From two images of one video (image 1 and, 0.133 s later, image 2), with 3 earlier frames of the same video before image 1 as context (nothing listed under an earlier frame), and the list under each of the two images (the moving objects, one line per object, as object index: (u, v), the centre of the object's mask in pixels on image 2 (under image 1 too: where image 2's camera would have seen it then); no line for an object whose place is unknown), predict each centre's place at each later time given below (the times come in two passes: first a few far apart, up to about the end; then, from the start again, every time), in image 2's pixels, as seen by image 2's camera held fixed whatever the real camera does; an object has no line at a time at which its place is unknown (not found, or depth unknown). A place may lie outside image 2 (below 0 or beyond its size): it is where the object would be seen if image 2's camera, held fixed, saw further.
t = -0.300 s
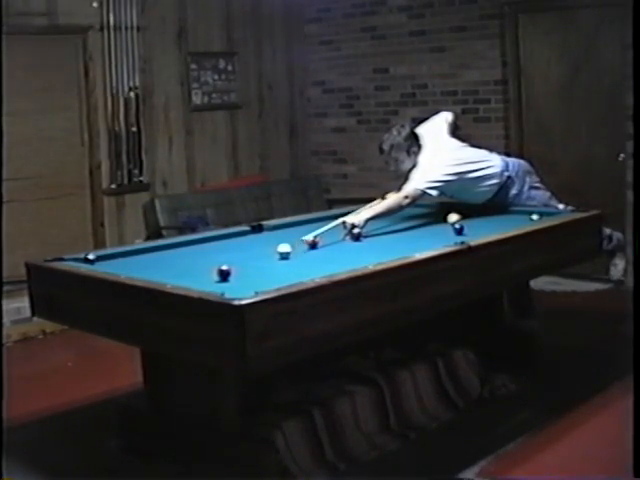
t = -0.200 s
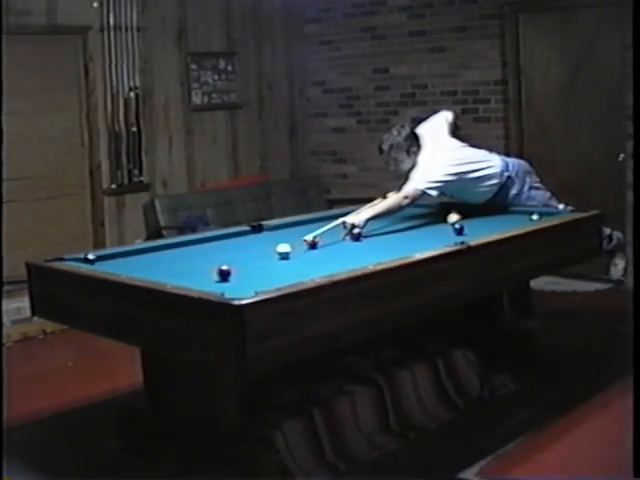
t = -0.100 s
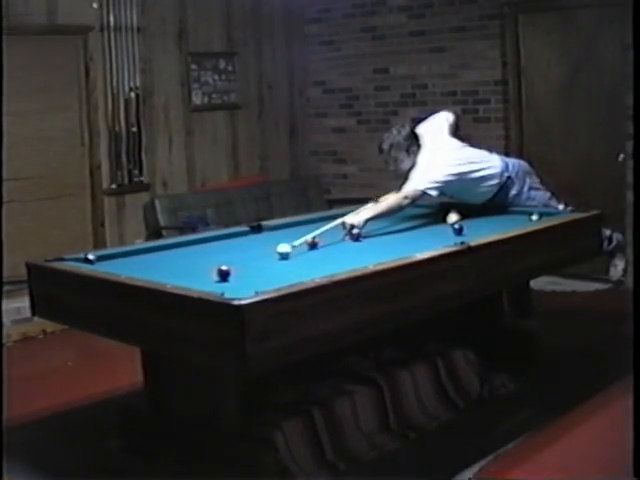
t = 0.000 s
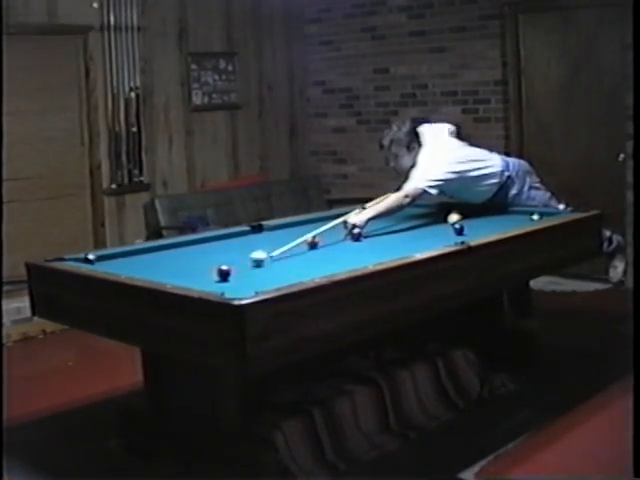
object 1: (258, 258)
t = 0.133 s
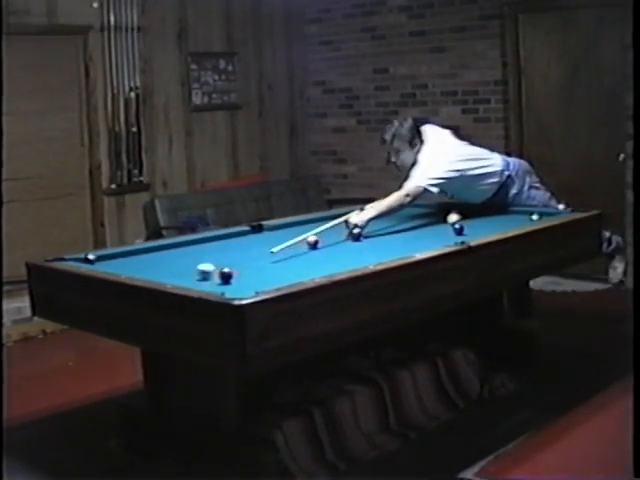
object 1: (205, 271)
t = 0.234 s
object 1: (163, 272)
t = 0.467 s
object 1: (178, 263)
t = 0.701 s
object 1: (191, 252)
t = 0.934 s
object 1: (201, 244)
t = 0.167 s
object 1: (191, 272)
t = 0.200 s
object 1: (177, 272)
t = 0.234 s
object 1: (163, 272)
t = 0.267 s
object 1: (158, 272)
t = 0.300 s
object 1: (163, 270)
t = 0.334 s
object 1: (168, 269)
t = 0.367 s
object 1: (170, 268)
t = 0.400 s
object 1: (173, 266)
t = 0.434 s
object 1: (177, 264)
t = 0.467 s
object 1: (178, 263)
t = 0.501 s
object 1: (180, 261)
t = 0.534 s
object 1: (182, 260)
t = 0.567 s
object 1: (184, 258)
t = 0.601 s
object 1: (185, 257)
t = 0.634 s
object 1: (187, 255)
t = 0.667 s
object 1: (189, 254)
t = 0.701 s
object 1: (191, 252)
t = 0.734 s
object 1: (192, 251)
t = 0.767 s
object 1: (194, 250)
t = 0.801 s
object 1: (195, 249)
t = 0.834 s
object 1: (197, 247)
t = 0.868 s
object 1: (198, 246)
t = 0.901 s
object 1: (200, 245)
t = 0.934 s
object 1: (201, 244)
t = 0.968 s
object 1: (203, 243)
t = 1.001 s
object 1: (204, 241)
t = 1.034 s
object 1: (206, 240)
